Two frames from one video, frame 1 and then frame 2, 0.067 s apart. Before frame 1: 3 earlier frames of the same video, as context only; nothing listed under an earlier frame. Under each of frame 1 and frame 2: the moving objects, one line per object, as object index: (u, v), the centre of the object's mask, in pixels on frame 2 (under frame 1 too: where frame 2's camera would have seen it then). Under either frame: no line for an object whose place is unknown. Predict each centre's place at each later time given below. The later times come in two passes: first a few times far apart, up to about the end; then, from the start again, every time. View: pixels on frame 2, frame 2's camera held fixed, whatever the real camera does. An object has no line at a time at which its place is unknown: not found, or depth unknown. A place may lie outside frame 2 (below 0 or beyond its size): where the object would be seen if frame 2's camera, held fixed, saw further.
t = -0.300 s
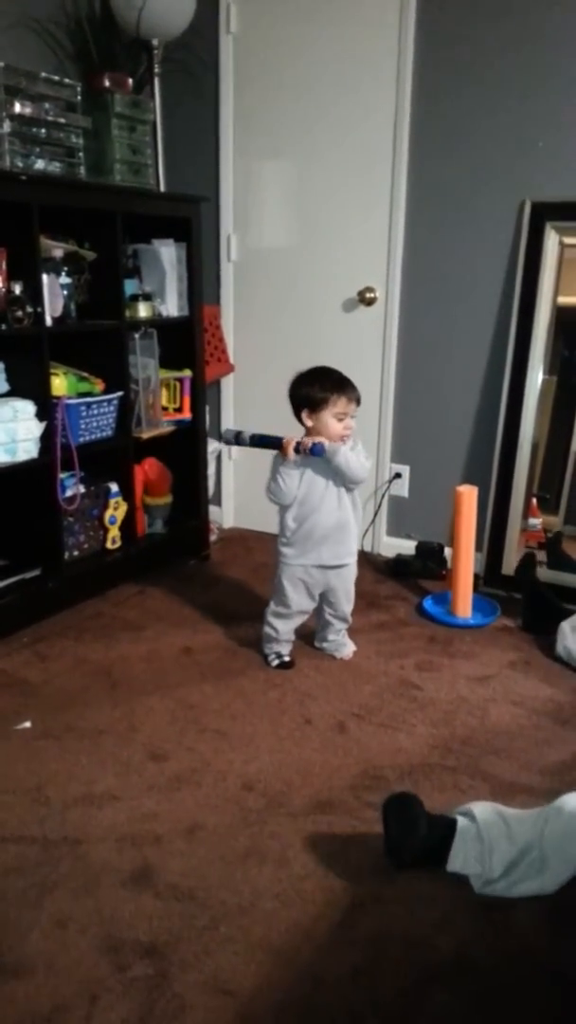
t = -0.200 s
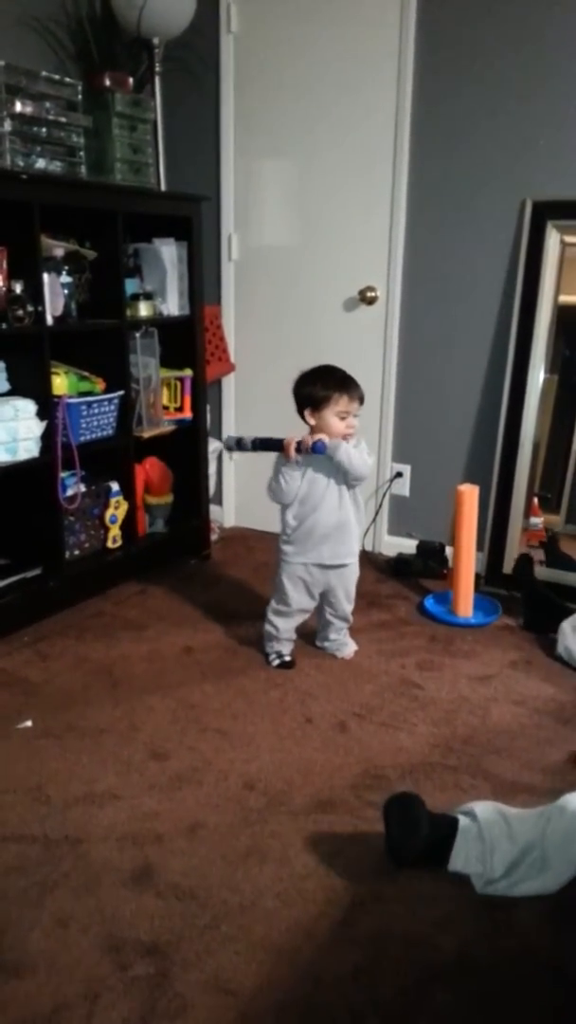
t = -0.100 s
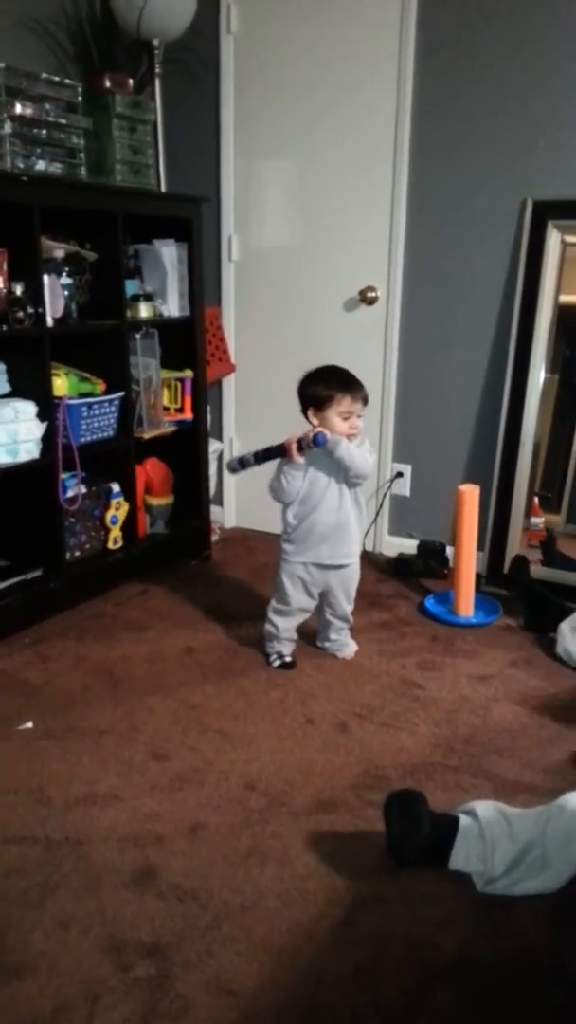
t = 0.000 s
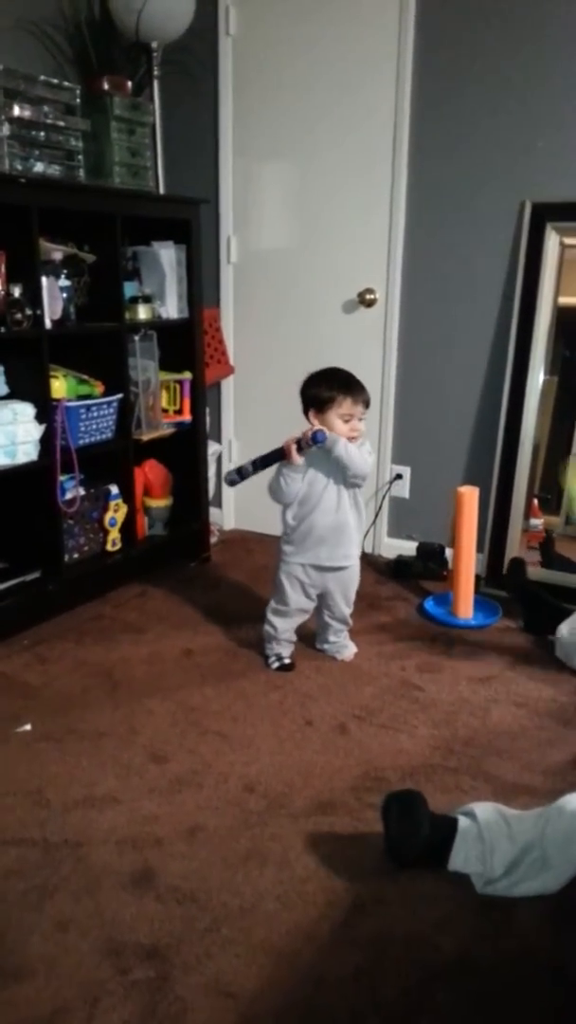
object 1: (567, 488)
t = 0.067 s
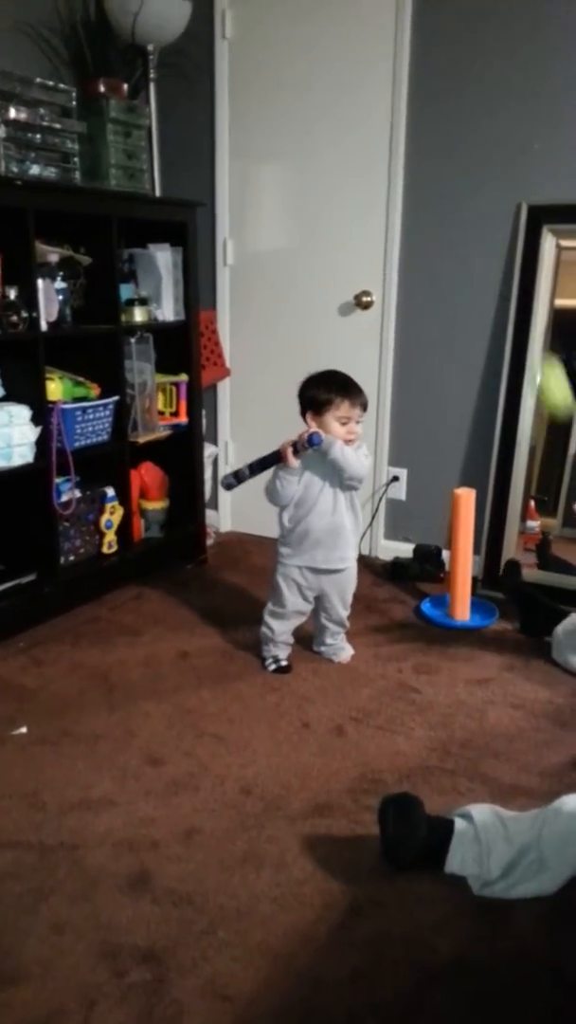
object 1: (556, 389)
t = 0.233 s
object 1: (473, 205)
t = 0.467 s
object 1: (349, 214)
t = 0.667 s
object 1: (260, 419)
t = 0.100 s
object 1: (539, 340)
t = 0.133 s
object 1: (522, 295)
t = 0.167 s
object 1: (509, 261)
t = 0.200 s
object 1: (491, 230)
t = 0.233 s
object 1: (473, 205)
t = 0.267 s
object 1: (456, 189)
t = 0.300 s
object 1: (438, 177)
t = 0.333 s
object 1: (421, 172)
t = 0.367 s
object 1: (404, 174)
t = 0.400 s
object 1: (383, 182)
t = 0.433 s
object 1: (365, 195)
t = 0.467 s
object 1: (349, 214)
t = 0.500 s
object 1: (332, 239)
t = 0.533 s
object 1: (317, 266)
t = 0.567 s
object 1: (302, 299)
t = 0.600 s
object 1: (286, 337)
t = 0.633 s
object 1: (273, 377)
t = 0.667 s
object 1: (260, 419)
